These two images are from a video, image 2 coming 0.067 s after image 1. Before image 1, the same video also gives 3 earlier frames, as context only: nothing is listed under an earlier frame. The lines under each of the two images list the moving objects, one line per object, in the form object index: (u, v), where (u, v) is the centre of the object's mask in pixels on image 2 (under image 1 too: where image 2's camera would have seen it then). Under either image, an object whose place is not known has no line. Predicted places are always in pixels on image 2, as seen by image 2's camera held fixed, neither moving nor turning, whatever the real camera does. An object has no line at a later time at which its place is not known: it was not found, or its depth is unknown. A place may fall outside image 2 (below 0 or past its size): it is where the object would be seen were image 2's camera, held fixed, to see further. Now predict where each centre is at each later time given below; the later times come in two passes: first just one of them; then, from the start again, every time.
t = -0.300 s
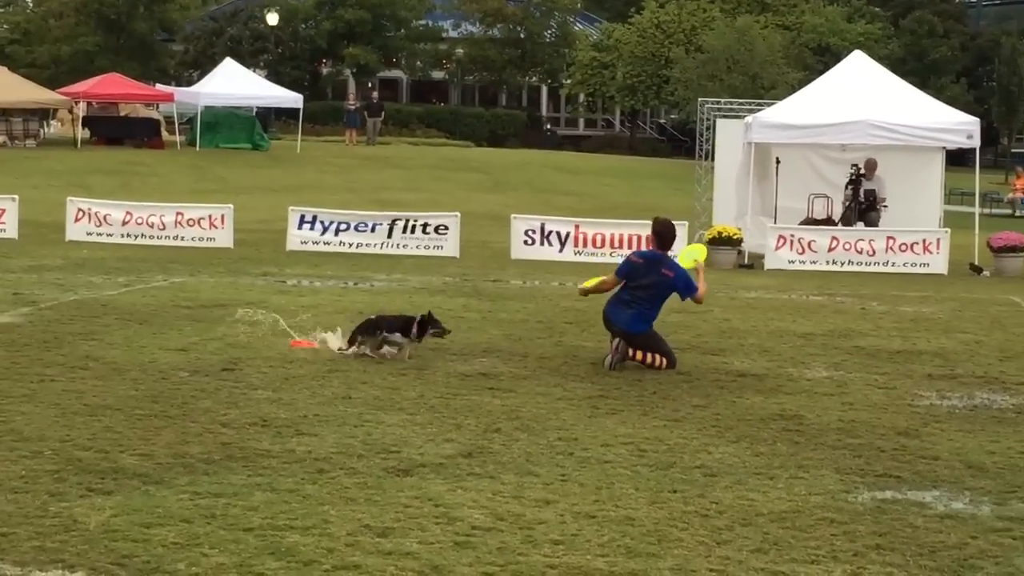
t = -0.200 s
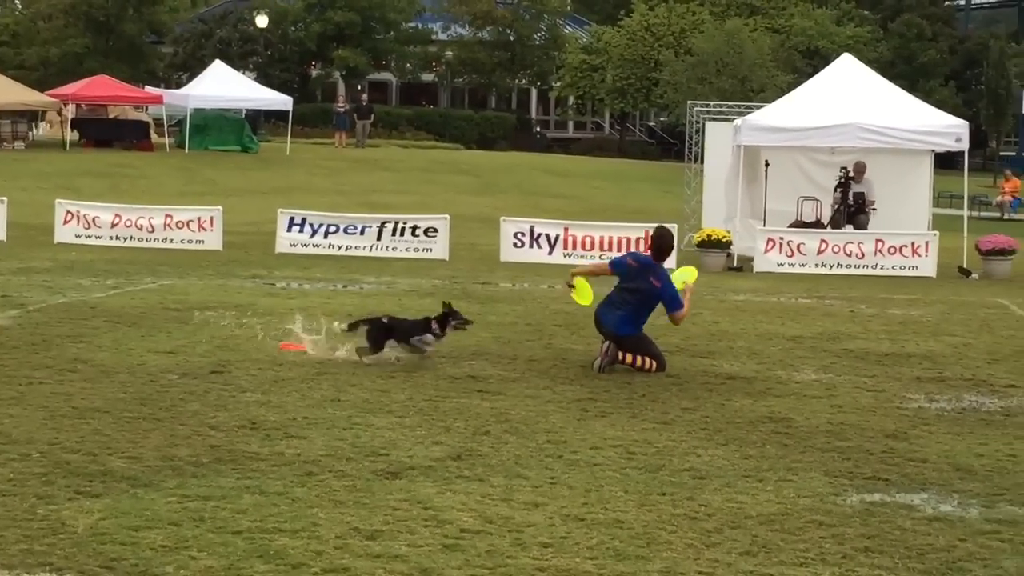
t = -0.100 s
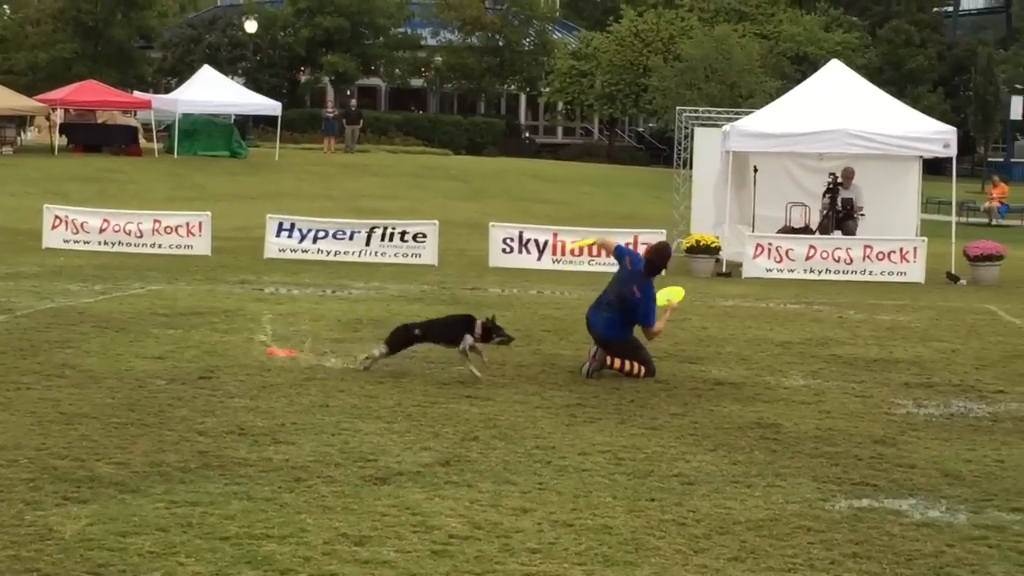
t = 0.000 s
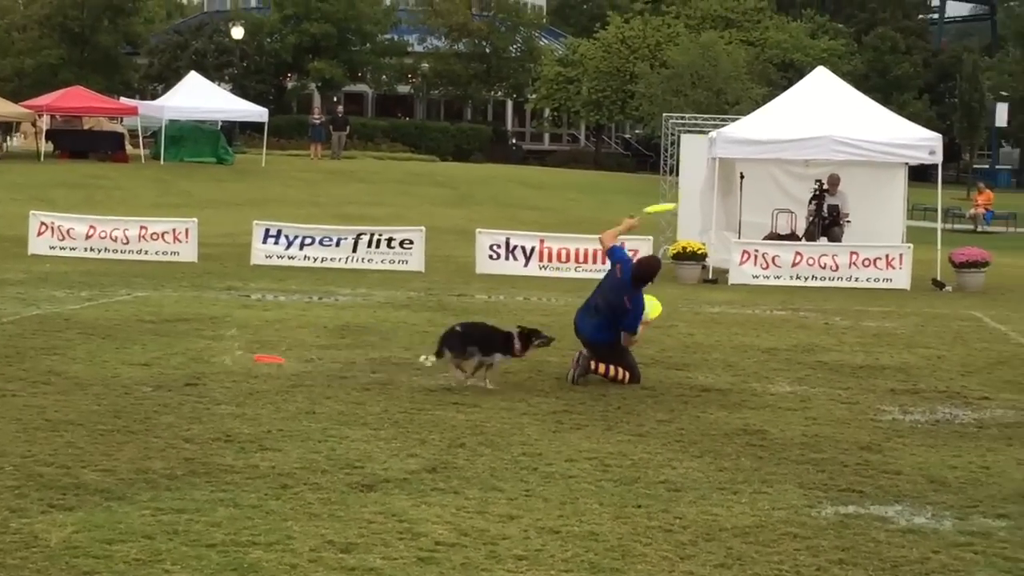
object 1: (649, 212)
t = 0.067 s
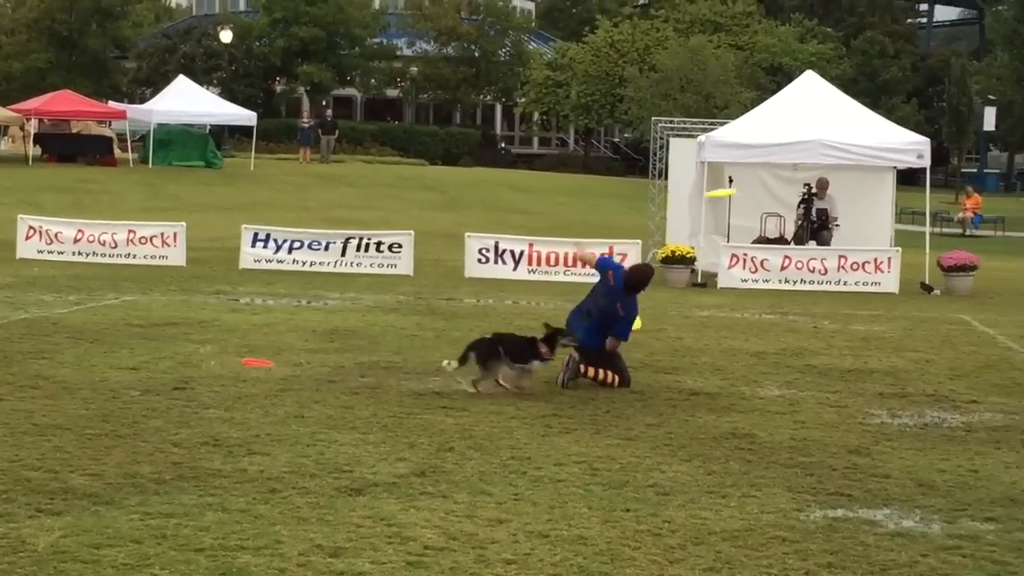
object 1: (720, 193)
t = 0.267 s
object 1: (935, 166)
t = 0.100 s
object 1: (758, 185)
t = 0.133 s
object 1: (794, 179)
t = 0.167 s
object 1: (830, 174)
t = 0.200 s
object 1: (865, 171)
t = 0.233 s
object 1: (902, 167)
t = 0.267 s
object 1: (935, 166)
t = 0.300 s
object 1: (970, 163)
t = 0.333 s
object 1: (1000, 164)
